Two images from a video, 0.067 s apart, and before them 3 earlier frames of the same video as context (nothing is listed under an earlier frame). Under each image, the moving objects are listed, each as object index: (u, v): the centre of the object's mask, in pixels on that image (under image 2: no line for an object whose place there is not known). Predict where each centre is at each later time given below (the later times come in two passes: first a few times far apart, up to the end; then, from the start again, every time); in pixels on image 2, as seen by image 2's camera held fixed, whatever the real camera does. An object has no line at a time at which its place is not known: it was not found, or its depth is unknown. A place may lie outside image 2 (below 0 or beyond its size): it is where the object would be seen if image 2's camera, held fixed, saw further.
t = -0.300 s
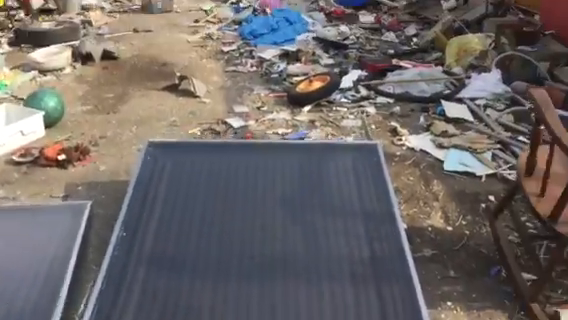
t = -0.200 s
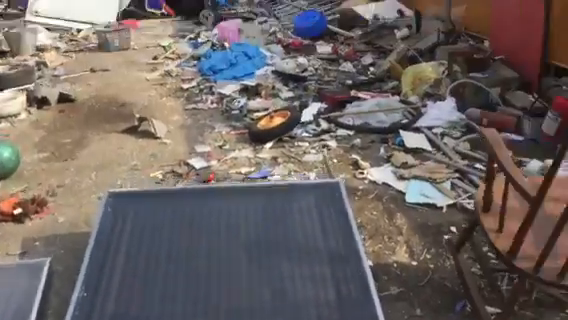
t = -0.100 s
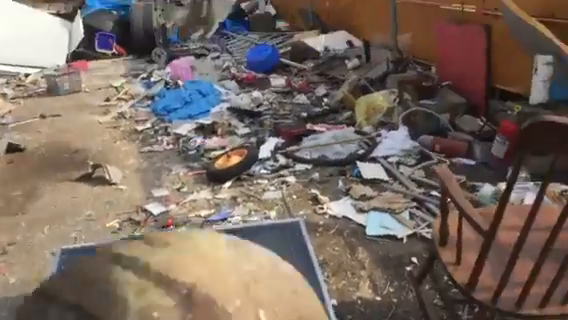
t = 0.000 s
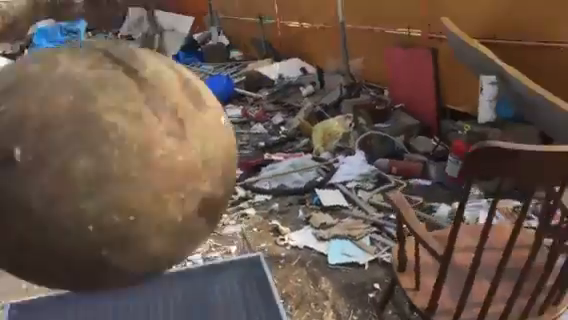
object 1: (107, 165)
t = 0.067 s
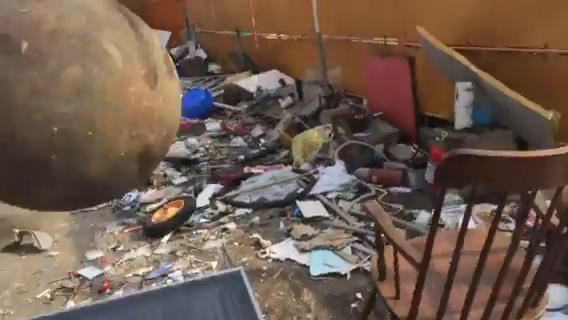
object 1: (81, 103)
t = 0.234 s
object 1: (92, 89)
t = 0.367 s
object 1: (140, 188)
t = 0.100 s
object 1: (83, 84)
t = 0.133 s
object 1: (85, 74)
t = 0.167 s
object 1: (87, 68)
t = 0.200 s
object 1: (82, 72)
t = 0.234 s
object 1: (92, 89)
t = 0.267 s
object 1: (105, 111)
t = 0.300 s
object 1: (116, 134)
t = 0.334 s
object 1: (128, 159)
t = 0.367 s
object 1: (140, 188)
